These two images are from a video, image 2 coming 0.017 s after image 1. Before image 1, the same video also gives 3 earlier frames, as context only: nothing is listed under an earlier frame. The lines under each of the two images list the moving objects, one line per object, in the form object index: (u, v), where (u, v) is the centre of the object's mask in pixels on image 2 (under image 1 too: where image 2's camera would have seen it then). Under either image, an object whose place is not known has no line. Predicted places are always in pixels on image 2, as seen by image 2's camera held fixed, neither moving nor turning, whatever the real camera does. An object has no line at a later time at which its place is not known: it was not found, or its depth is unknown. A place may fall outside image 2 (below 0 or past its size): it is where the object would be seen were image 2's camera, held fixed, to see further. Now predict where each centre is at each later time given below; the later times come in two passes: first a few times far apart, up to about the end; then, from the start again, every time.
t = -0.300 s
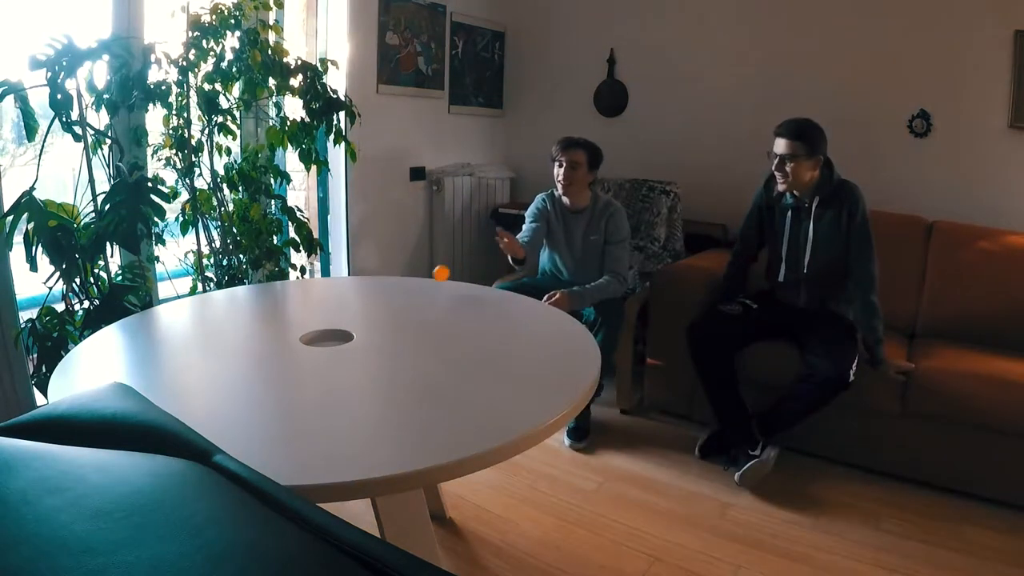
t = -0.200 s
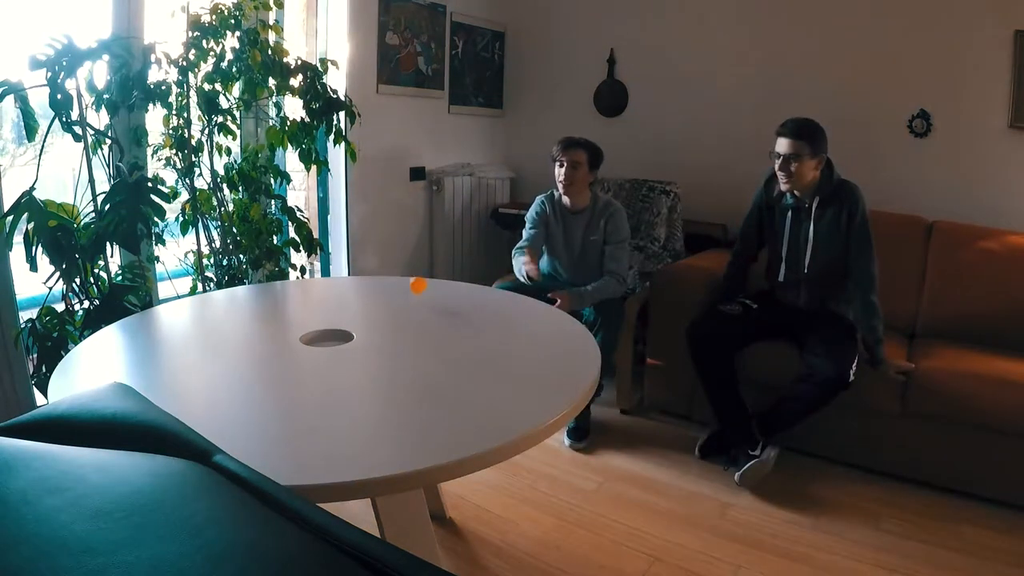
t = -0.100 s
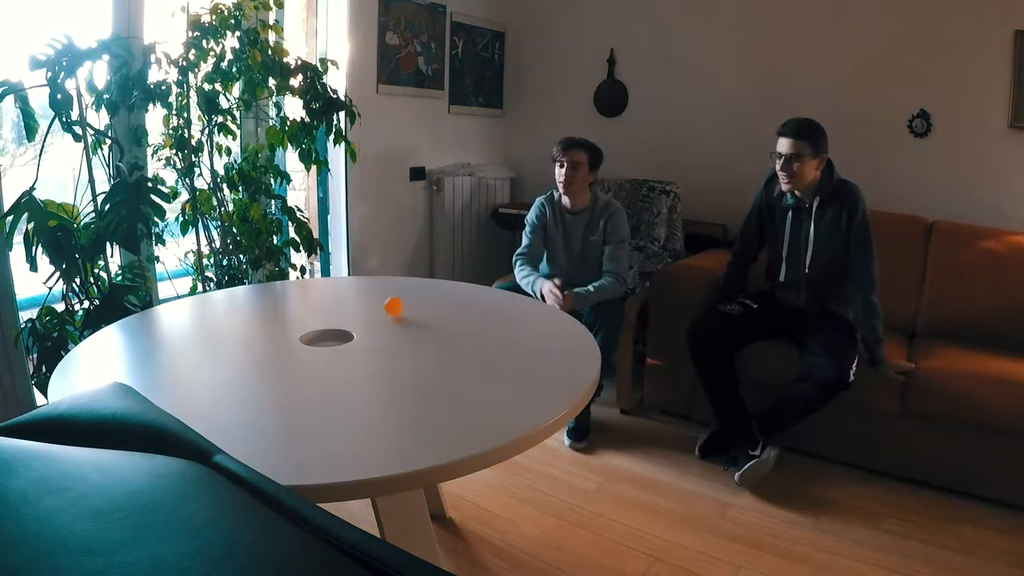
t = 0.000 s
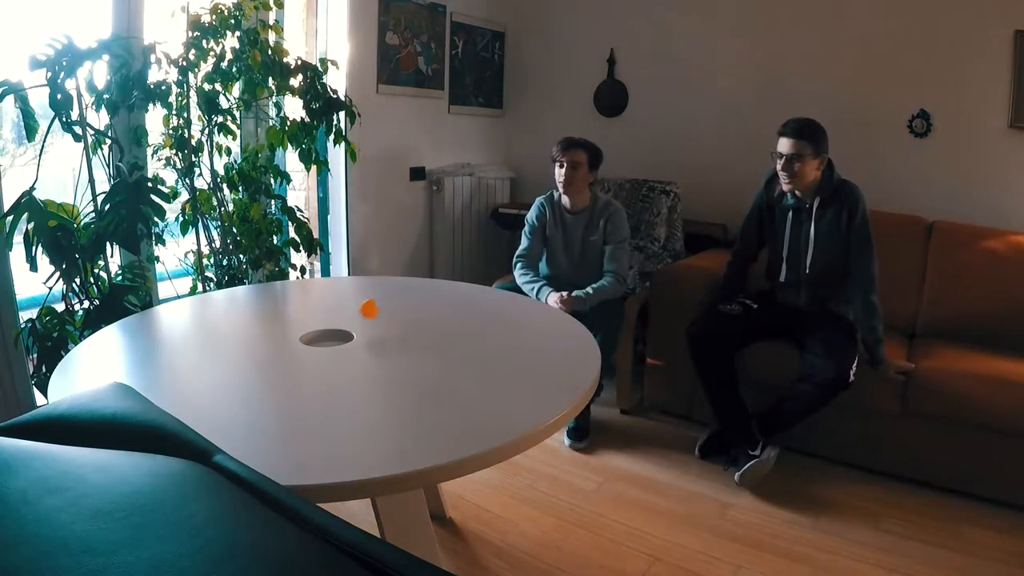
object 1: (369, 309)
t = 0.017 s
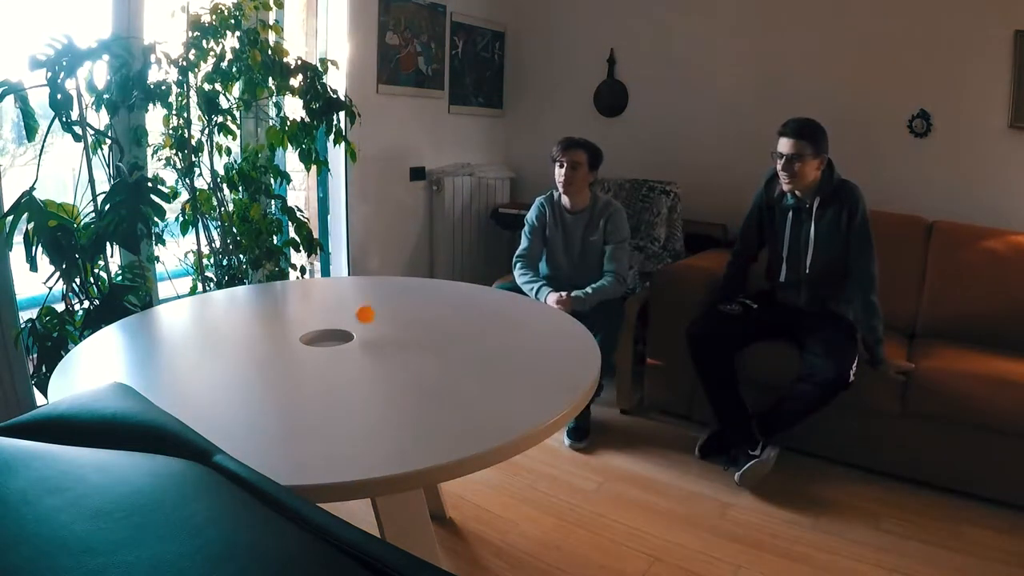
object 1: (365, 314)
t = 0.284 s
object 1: (284, 358)
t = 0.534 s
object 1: (182, 415)
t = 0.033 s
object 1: (361, 321)
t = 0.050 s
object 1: (357, 325)
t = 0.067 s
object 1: (352, 324)
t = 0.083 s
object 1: (347, 323)
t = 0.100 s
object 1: (342, 323)
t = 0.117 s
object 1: (337, 325)
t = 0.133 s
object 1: (332, 329)
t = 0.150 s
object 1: (328, 333)
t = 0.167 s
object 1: (323, 339)
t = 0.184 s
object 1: (318, 345)
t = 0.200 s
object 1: (312, 344)
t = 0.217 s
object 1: (307, 344)
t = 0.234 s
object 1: (301, 345)
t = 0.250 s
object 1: (295, 348)
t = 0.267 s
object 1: (289, 352)
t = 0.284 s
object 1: (284, 358)
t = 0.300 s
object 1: (278, 365)
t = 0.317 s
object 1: (272, 368)
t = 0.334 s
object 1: (266, 368)
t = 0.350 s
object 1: (259, 369)
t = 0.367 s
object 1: (252, 371)
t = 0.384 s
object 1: (245, 376)
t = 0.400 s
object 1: (238, 382)
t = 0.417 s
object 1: (233, 390)
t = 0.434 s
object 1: (225, 393)
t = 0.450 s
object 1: (218, 393)
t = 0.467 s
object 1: (210, 394)
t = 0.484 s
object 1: (202, 398)
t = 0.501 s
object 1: (194, 403)
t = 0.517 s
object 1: (187, 411)
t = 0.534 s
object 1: (182, 415)
